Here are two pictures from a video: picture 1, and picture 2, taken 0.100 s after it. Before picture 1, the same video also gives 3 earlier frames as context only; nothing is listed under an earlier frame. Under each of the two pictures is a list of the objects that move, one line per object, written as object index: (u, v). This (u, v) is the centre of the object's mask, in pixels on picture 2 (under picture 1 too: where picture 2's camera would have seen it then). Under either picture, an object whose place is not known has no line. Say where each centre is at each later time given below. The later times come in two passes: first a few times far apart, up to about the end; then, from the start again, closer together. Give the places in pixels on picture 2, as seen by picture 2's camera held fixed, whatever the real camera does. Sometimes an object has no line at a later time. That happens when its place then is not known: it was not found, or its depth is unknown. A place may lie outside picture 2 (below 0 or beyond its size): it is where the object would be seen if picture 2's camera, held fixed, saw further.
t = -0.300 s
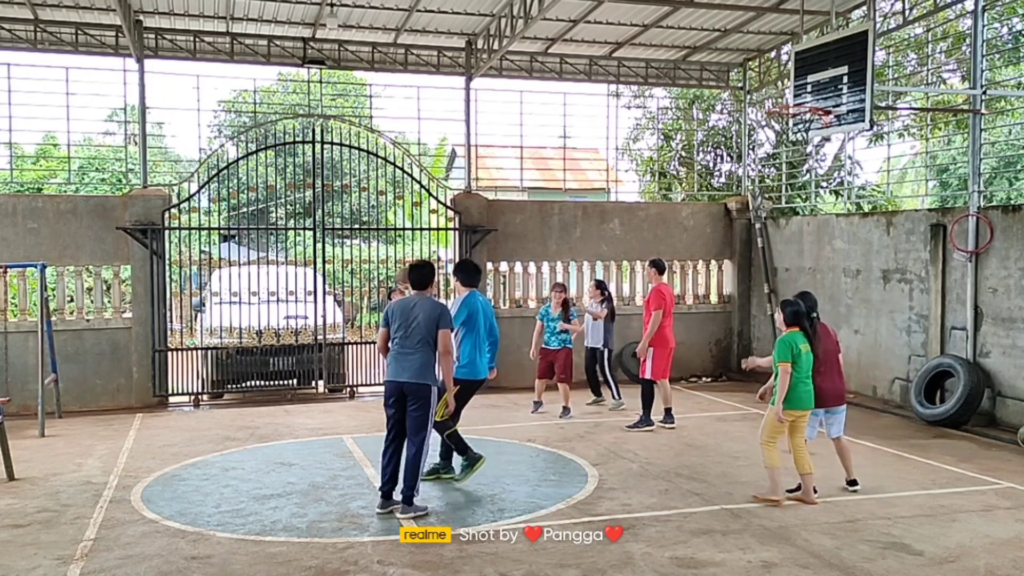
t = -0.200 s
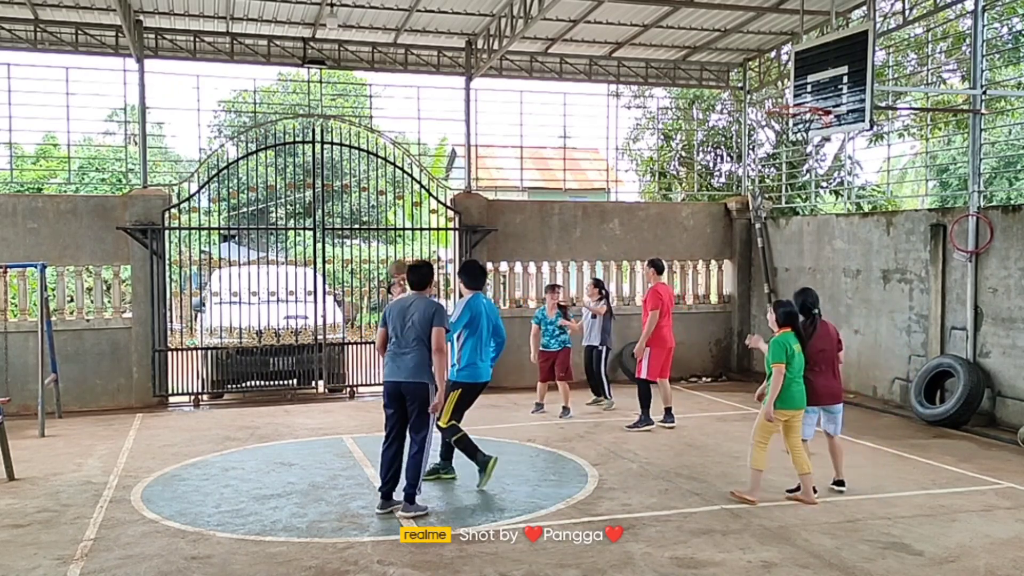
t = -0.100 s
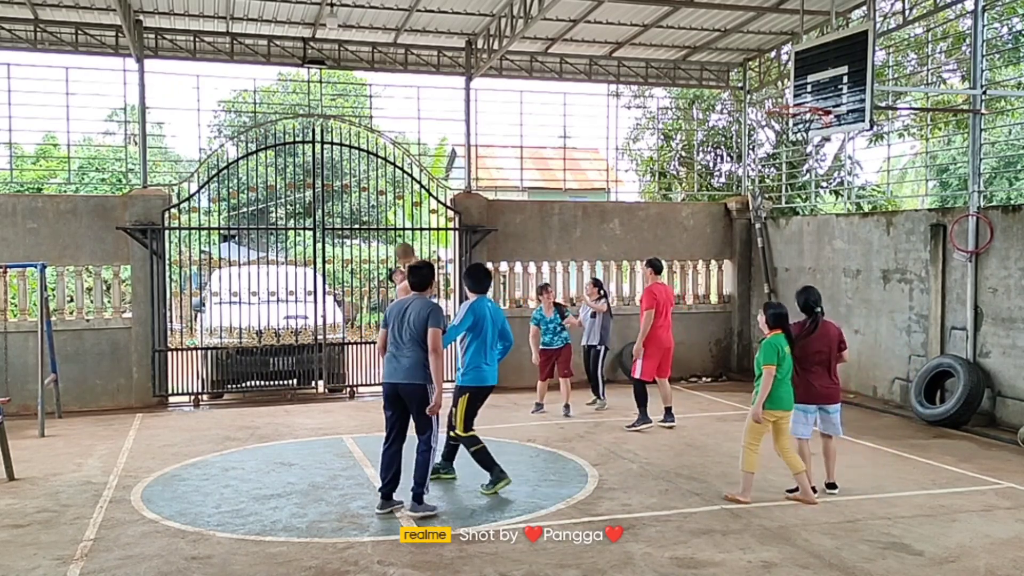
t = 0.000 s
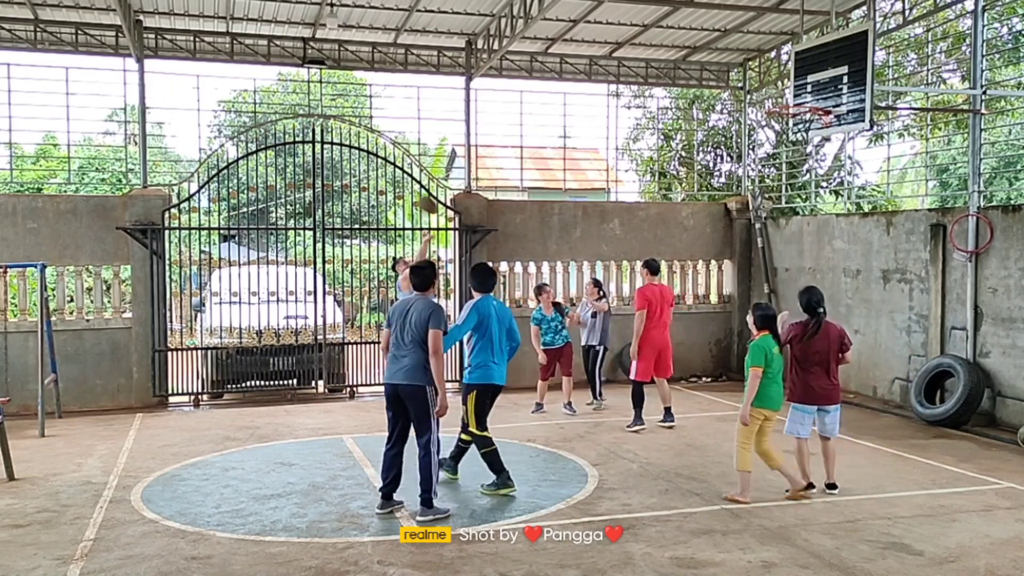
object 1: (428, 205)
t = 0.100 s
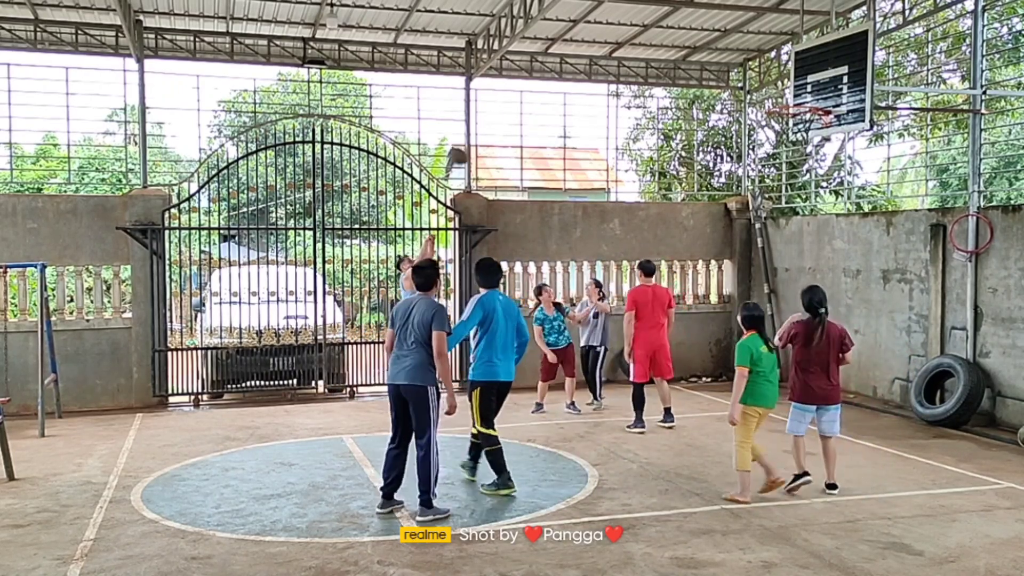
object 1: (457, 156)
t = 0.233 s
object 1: (500, 102)
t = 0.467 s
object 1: (581, 39)
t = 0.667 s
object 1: (655, 24)
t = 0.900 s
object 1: (749, 60)
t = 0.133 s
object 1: (468, 141)
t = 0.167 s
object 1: (479, 127)
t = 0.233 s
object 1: (500, 102)
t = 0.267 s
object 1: (512, 90)
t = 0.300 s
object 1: (523, 78)
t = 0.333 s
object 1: (535, 69)
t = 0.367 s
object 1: (546, 61)
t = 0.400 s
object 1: (556, 52)
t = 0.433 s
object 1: (569, 45)
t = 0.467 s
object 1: (581, 39)
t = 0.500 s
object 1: (592, 35)
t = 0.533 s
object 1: (605, 30)
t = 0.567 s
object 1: (617, 27)
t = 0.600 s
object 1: (629, 25)
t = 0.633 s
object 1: (642, 24)
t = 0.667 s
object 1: (655, 24)
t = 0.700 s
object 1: (667, 25)
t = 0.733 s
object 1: (681, 28)
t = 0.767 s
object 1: (694, 32)
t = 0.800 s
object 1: (707, 37)
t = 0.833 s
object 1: (721, 43)
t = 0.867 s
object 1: (736, 52)
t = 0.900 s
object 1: (749, 60)
